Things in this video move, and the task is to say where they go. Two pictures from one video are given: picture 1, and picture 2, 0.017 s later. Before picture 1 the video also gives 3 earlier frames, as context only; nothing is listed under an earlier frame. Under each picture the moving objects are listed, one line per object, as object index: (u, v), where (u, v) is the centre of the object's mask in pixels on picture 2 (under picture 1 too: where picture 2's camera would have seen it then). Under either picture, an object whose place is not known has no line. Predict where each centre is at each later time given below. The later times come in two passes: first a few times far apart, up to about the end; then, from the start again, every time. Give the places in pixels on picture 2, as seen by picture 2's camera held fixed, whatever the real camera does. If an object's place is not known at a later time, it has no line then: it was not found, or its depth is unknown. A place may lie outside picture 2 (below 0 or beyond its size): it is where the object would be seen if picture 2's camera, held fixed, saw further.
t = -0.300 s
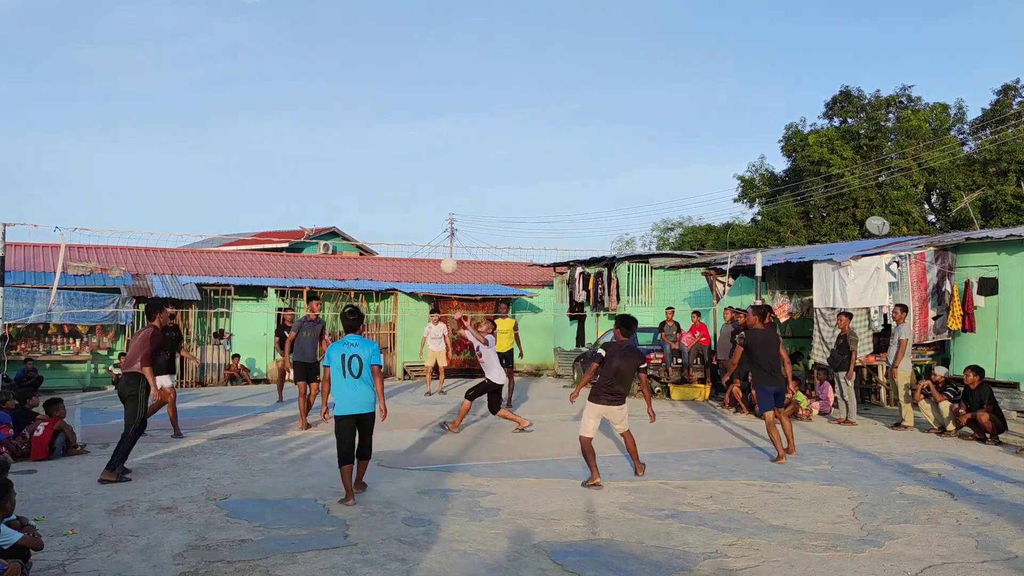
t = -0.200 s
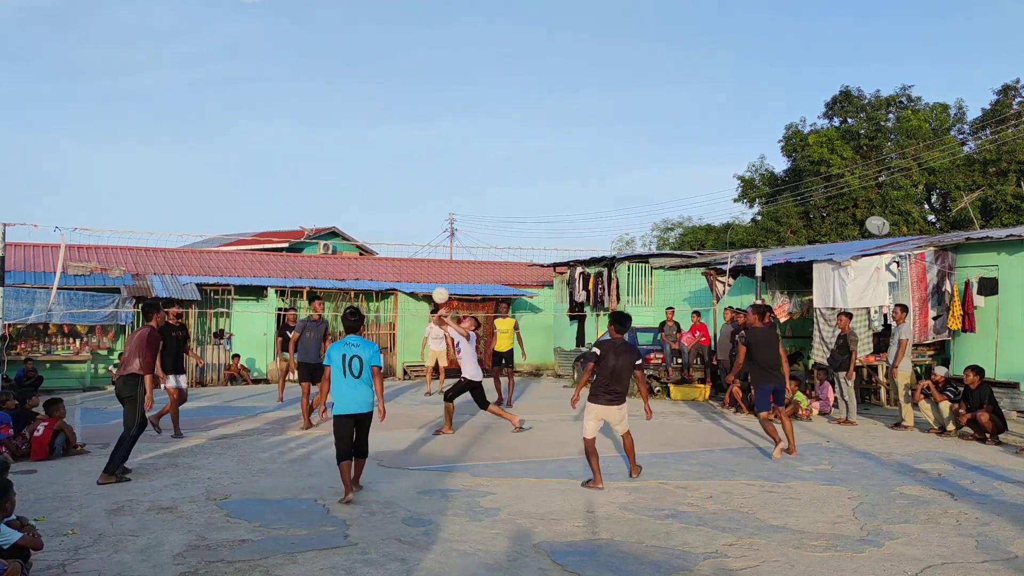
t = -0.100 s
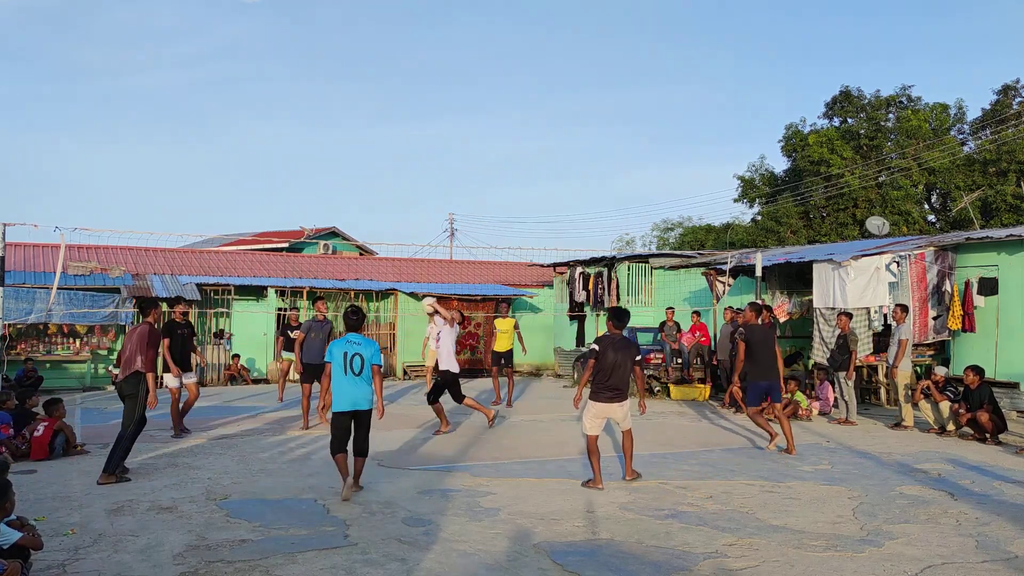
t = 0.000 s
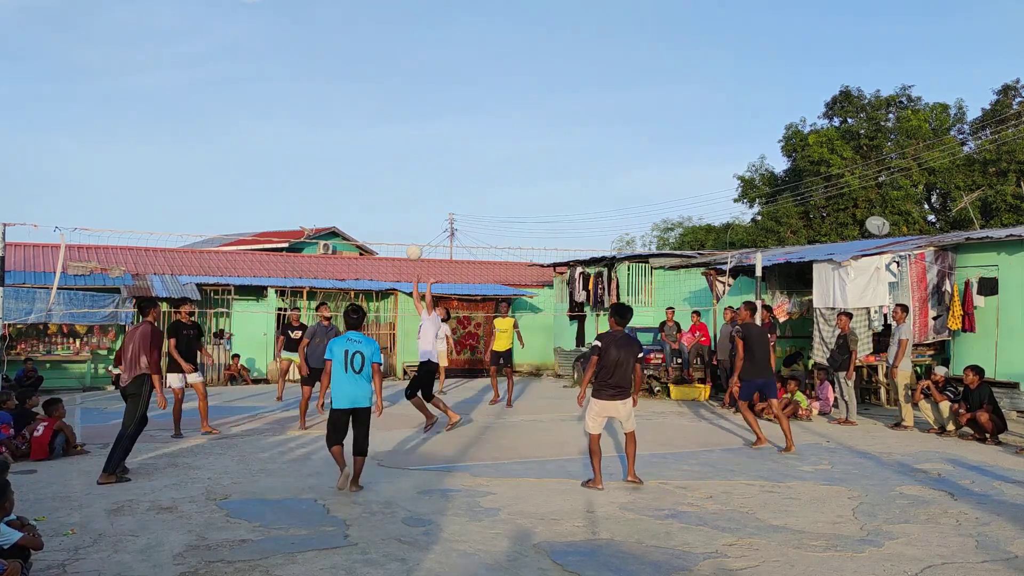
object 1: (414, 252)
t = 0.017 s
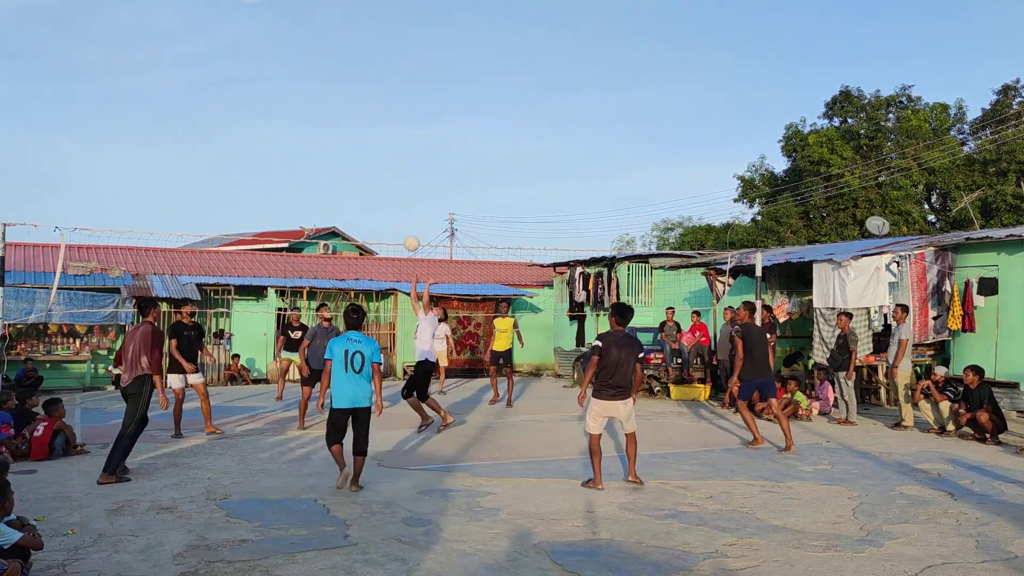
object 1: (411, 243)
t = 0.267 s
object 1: (373, 137)
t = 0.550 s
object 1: (328, 76)
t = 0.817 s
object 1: (284, 76)
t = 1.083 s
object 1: (240, 133)
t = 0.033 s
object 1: (409, 235)
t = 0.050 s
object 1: (407, 226)
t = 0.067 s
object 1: (404, 218)
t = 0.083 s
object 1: (401, 210)
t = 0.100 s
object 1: (399, 203)
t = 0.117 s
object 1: (396, 195)
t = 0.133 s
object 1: (394, 188)
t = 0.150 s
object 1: (391, 181)
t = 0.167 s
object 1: (389, 174)
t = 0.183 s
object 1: (386, 167)
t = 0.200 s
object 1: (384, 161)
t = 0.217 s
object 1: (381, 154)
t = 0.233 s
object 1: (378, 149)
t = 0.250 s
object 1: (376, 143)
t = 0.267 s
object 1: (373, 137)
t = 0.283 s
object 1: (370, 132)
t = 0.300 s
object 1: (368, 127)
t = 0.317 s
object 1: (365, 122)
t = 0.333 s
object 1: (363, 117)
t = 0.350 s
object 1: (360, 113)
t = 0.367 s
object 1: (357, 109)
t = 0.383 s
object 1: (354, 104)
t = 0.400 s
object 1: (352, 100)
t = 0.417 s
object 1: (349, 97)
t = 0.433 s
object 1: (347, 94)
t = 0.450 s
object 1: (344, 90)
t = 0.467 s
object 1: (341, 87)
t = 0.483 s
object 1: (339, 85)
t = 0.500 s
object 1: (336, 82)
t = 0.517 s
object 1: (333, 80)
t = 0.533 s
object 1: (330, 78)
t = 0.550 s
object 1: (328, 76)
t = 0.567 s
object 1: (325, 74)
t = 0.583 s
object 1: (323, 73)
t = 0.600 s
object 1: (320, 72)
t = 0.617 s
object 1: (317, 70)
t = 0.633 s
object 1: (315, 70)
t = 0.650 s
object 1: (312, 69)
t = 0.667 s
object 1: (309, 69)
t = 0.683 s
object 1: (306, 69)
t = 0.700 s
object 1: (304, 69)
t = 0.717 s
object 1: (301, 69)
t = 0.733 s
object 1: (298, 70)
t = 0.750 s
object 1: (295, 71)
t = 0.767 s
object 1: (292, 72)
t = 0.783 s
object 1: (290, 73)
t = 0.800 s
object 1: (287, 74)
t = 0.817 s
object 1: (284, 76)
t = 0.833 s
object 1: (282, 78)
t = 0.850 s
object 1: (279, 80)
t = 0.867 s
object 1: (276, 82)
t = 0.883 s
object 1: (273, 85)
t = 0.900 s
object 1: (271, 88)
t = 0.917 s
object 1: (268, 91)
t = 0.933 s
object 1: (265, 94)
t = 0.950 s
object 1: (262, 98)
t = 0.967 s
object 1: (260, 102)
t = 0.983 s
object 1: (257, 105)
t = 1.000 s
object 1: (254, 109)
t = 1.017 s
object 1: (251, 114)
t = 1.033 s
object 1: (248, 118)
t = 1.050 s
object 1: (246, 123)
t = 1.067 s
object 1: (243, 128)
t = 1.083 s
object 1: (240, 133)
